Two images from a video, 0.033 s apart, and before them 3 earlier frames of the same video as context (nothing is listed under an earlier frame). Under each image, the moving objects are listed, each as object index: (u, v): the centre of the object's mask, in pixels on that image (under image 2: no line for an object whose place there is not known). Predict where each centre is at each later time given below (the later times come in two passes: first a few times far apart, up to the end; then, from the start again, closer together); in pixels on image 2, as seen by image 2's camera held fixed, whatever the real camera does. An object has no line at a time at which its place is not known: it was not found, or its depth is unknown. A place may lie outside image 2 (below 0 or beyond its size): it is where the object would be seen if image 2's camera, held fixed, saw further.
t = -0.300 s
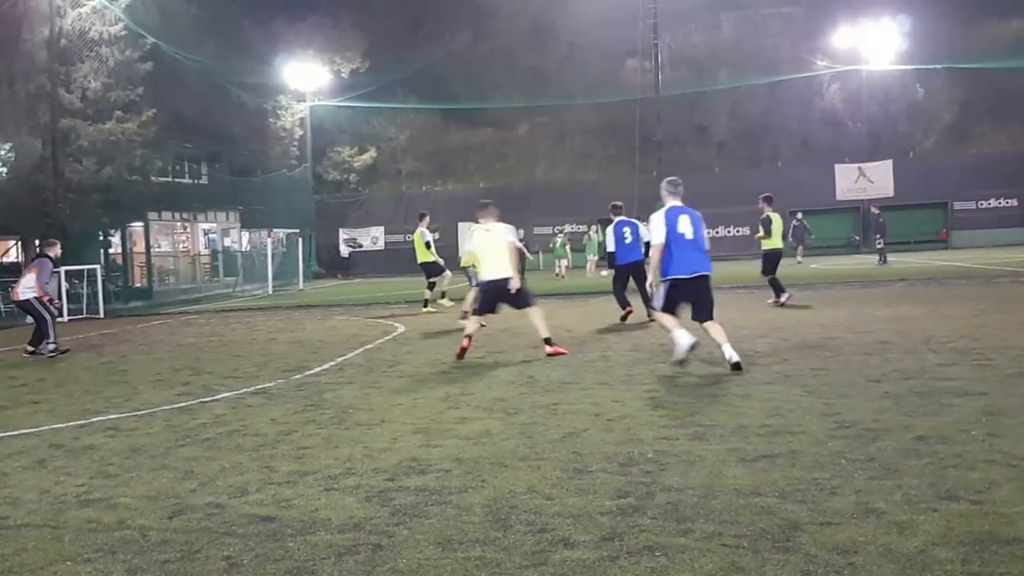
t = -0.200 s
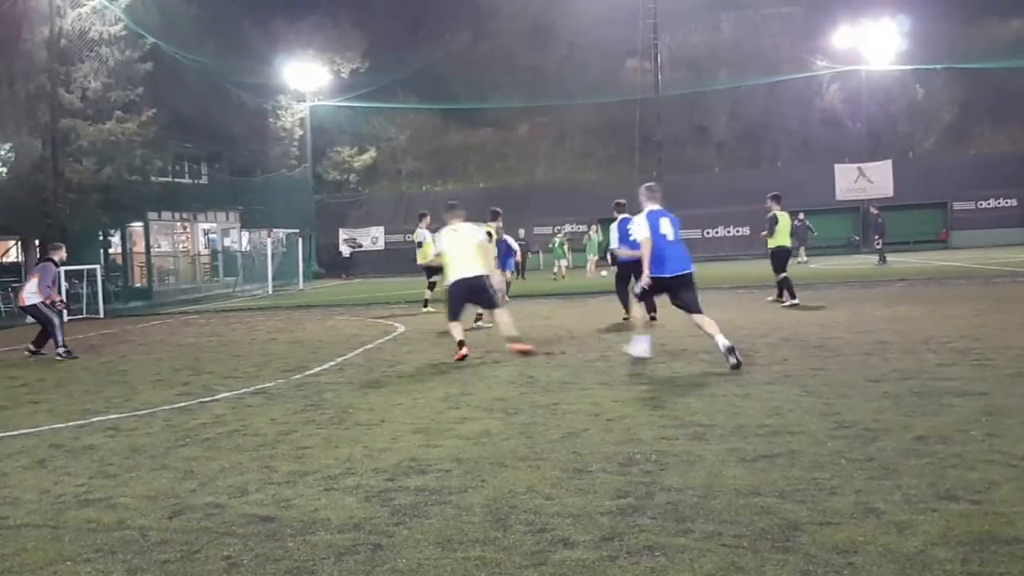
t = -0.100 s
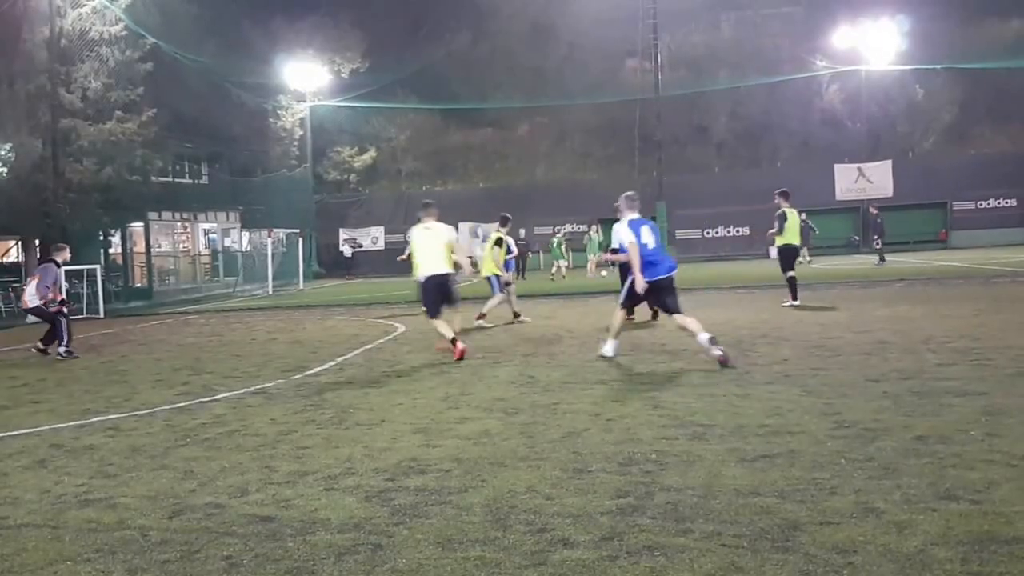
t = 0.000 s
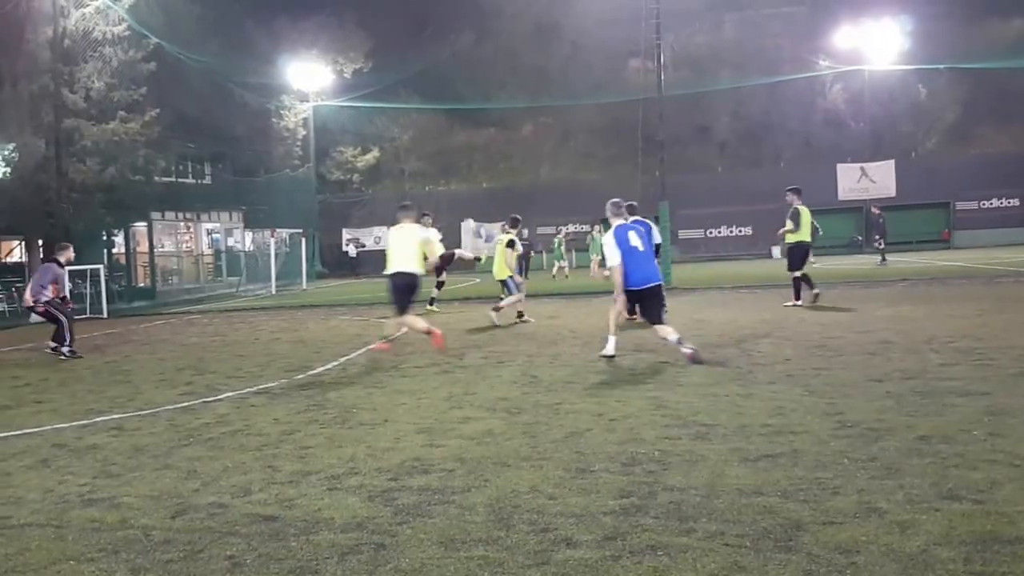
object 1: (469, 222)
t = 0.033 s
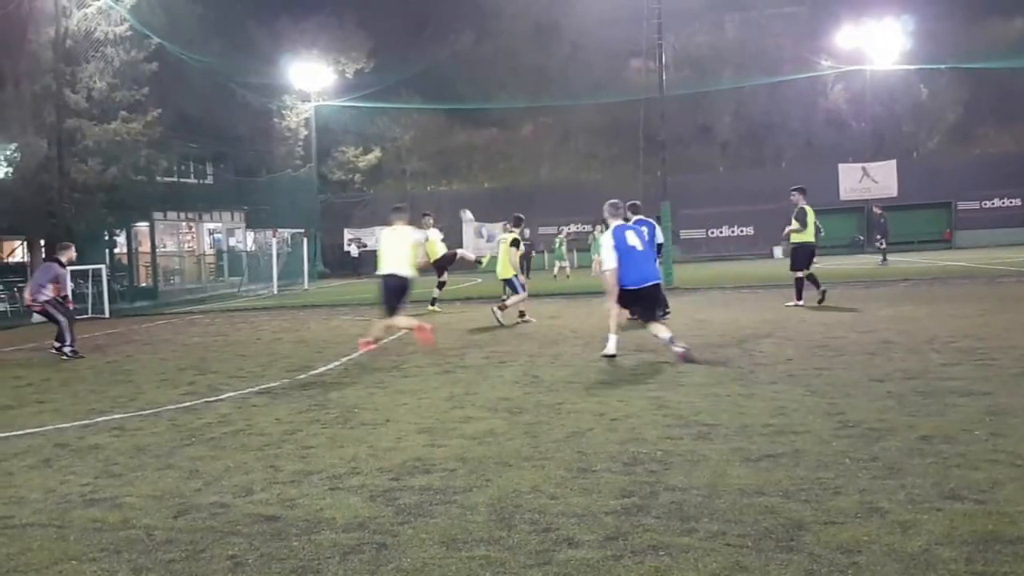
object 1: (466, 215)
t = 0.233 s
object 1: (445, 167)
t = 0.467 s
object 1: (418, 123)
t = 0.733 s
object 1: (378, 102)
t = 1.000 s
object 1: (325, 135)
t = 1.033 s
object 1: (316, 146)
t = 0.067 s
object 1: (463, 208)
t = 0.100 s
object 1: (459, 199)
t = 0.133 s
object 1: (456, 191)
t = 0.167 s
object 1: (452, 182)
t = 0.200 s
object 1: (448, 176)
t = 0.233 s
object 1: (445, 167)
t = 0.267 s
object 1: (441, 160)
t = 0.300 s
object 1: (437, 153)
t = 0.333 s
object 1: (433, 146)
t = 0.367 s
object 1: (429, 140)
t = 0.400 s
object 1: (425, 134)
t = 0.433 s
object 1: (422, 128)
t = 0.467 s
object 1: (418, 123)
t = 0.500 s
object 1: (413, 118)
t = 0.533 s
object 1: (409, 114)
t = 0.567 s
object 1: (403, 111)
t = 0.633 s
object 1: (393, 105)
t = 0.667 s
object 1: (388, 103)
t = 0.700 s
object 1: (383, 102)
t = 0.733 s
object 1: (378, 102)
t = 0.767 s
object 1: (372, 102)
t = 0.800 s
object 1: (367, 103)
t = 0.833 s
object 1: (361, 104)
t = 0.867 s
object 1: (354, 108)
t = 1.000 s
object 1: (325, 135)
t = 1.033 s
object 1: (316, 146)
